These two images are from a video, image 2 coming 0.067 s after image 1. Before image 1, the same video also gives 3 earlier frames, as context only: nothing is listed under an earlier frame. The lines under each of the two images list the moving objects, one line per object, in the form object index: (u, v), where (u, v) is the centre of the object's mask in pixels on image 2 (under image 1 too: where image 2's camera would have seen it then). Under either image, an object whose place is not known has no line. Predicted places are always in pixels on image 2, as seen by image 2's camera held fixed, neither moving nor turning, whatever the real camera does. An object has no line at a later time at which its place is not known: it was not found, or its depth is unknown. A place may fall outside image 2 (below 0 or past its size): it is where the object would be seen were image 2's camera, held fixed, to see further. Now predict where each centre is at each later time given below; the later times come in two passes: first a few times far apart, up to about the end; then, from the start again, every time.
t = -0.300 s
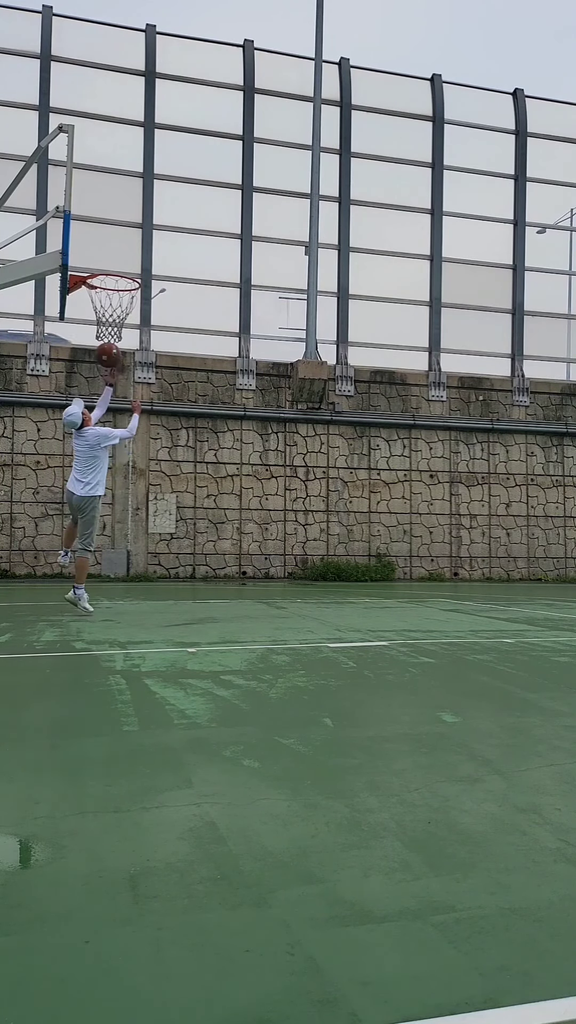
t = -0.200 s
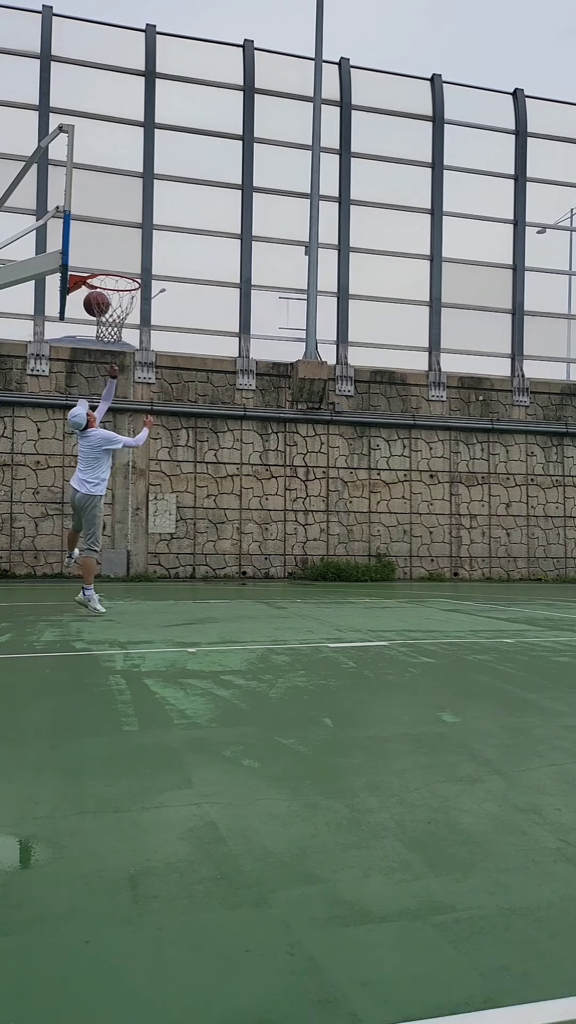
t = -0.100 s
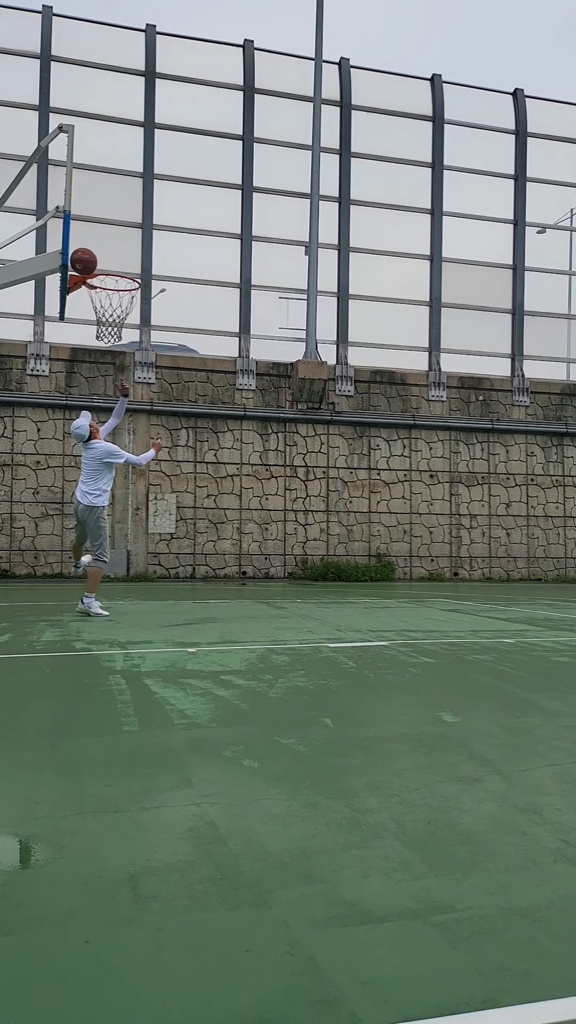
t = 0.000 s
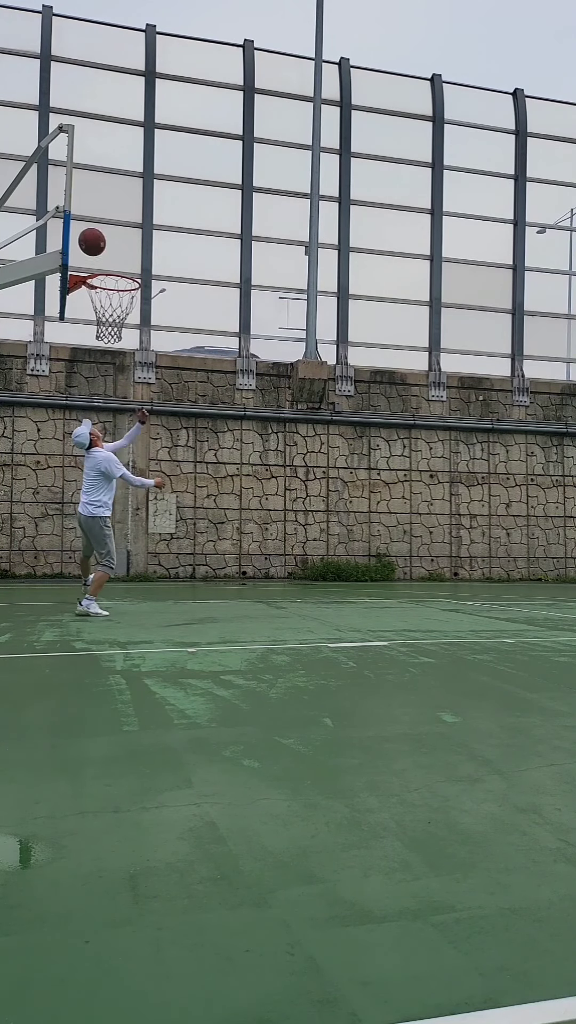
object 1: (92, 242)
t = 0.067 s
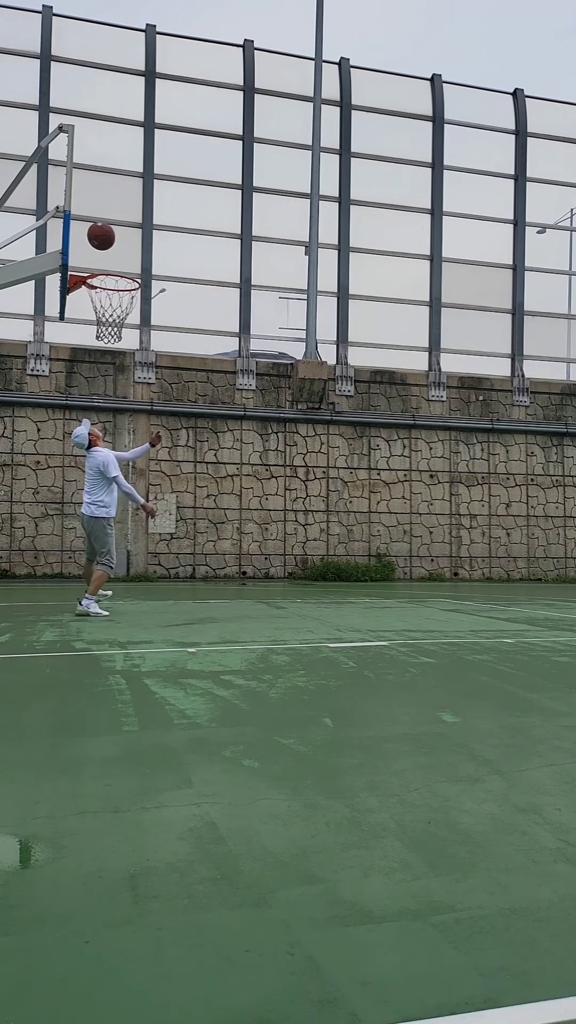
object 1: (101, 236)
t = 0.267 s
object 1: (127, 247)
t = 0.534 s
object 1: (164, 335)
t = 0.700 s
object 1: (189, 437)
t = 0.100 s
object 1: (106, 235)
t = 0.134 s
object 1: (110, 235)
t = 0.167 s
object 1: (114, 236)
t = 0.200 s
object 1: (119, 238)
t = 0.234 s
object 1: (123, 242)
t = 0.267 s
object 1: (127, 247)
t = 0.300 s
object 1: (132, 254)
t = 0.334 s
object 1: (137, 261)
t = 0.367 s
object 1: (141, 270)
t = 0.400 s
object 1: (146, 280)
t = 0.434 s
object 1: (151, 292)
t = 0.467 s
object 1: (156, 305)
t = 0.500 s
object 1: (160, 319)
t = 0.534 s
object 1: (164, 335)
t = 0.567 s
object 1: (169, 352)
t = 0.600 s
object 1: (174, 371)
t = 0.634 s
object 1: (179, 392)
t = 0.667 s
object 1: (184, 414)
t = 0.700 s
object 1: (189, 437)
